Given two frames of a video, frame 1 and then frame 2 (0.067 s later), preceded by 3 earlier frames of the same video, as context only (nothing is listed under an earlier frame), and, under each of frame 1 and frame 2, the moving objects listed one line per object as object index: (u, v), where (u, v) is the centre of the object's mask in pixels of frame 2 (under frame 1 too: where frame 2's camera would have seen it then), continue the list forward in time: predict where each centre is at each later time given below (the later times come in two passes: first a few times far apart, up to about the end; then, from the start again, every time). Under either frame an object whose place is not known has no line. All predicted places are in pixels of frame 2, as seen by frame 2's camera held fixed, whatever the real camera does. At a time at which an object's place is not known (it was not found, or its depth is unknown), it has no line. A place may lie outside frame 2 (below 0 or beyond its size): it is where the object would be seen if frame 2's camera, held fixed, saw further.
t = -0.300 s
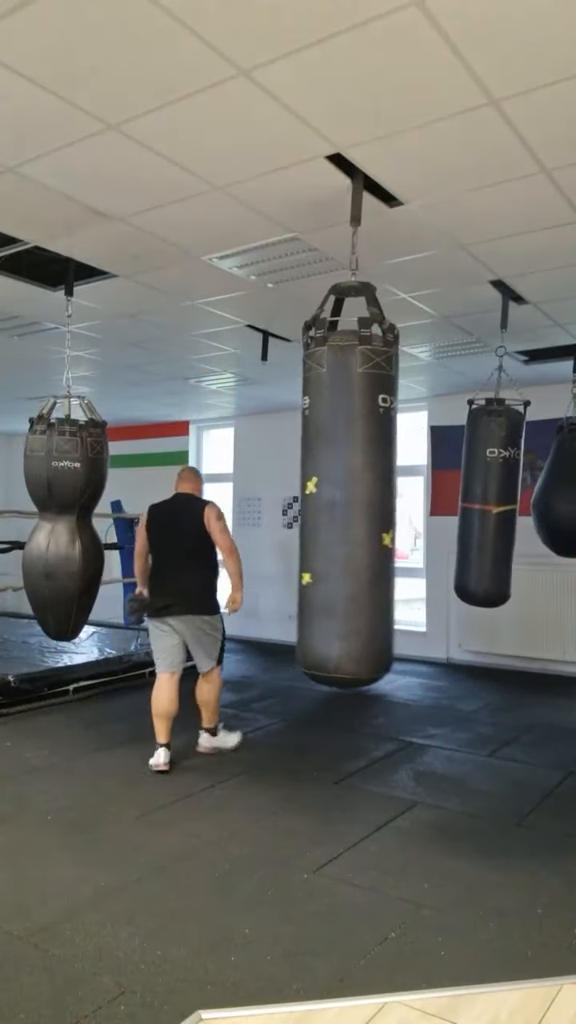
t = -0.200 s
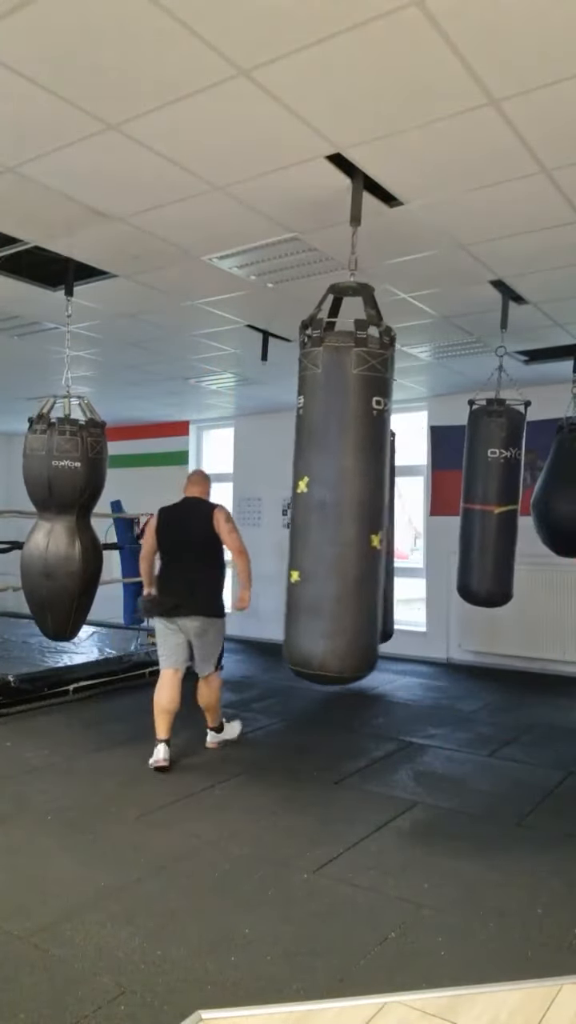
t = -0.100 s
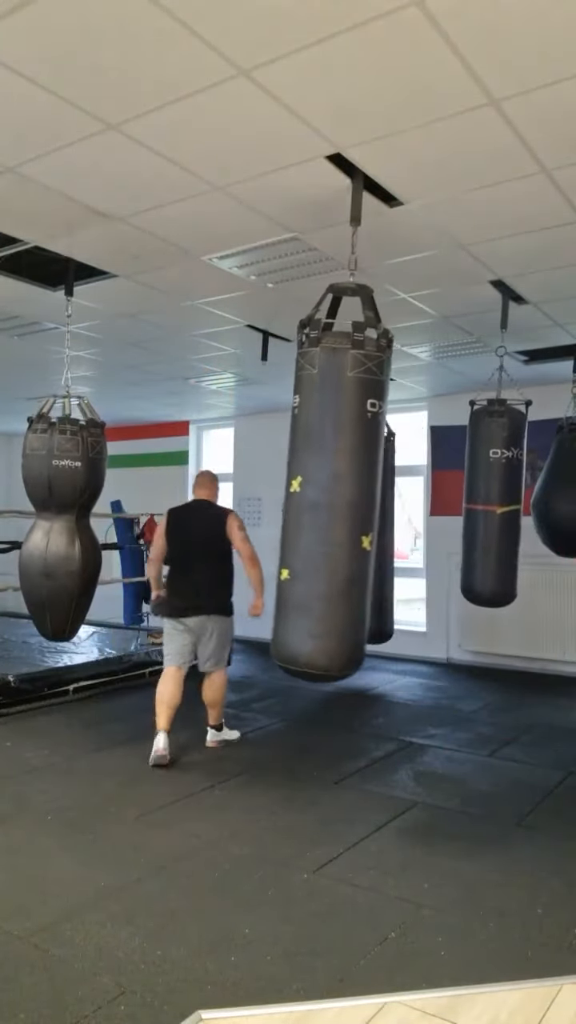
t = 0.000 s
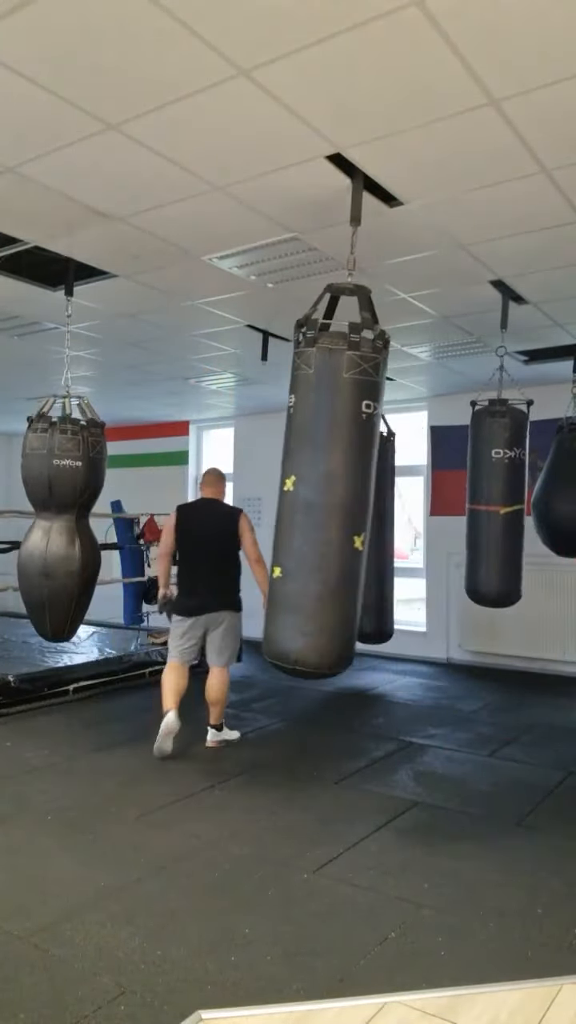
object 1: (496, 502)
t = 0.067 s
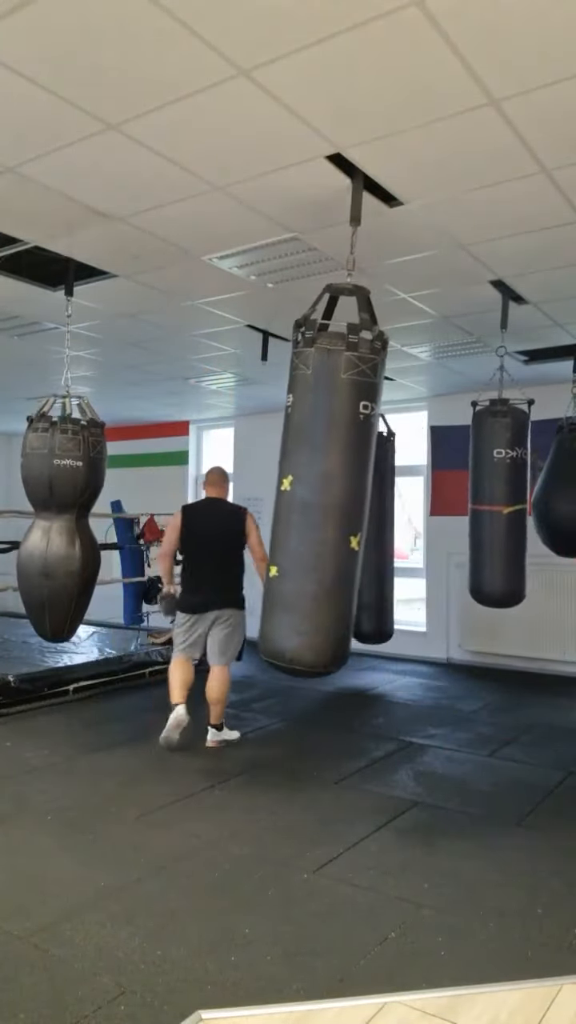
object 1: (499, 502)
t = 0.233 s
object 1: (505, 503)
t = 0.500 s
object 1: (513, 503)
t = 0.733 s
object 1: (515, 503)
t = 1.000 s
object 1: (510, 503)
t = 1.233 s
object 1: (501, 503)
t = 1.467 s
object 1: (493, 501)
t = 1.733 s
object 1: (489, 502)
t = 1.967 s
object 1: (491, 502)
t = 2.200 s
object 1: (498, 502)
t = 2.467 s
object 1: (507, 503)
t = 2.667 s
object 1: (512, 502)
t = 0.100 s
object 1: (500, 502)
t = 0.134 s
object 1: (501, 502)
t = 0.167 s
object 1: (502, 501)
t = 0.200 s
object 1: (503, 503)
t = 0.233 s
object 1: (505, 503)
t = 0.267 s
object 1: (506, 503)
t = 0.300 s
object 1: (507, 503)
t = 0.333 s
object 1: (508, 503)
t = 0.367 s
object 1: (509, 503)
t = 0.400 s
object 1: (510, 503)
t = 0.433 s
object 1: (511, 503)
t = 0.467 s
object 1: (512, 503)
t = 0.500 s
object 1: (513, 503)
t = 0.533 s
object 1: (513, 503)
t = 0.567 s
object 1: (514, 503)
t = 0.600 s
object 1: (514, 503)
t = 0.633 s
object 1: (514, 503)
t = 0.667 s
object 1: (515, 503)
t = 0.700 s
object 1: (515, 503)
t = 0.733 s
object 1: (515, 503)
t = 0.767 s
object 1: (514, 503)
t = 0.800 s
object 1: (514, 503)
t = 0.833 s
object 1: (513, 503)
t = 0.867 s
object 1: (513, 503)
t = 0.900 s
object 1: (512, 503)
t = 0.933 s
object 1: (511, 503)
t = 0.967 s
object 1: (511, 503)
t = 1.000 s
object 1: (510, 503)
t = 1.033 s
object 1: (508, 503)
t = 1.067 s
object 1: (507, 503)
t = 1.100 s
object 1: (506, 503)
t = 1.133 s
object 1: (505, 503)
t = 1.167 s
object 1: (504, 503)
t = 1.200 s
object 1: (502, 503)
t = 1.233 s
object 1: (501, 503)
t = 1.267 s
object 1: (500, 502)
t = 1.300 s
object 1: (499, 502)
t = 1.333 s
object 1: (497, 502)
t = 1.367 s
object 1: (496, 502)
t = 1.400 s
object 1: (495, 502)
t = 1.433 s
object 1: (494, 502)
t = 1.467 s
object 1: (493, 501)
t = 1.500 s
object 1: (492, 502)
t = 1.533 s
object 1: (492, 502)
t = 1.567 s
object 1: (491, 502)
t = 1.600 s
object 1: (490, 502)
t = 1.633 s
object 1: (490, 502)
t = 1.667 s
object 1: (490, 501)
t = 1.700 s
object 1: (489, 501)
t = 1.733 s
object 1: (489, 502)
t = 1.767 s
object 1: (489, 502)
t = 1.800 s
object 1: (489, 502)
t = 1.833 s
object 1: (489, 501)
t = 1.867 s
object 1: (489, 502)
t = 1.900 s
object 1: (490, 502)
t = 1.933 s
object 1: (490, 502)
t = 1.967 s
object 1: (491, 502)
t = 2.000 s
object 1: (492, 501)
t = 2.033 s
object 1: (493, 502)
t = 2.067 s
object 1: (493, 501)
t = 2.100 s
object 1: (494, 502)
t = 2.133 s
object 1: (495, 502)
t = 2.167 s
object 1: (496, 502)
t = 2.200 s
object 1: (498, 502)
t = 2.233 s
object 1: (499, 501)
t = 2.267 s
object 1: (500, 502)
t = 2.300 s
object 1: (501, 501)
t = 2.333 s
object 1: (502, 502)
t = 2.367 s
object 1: (503, 502)
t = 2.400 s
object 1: (505, 503)
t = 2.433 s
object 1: (506, 503)
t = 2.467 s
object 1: (507, 503)
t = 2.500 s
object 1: (508, 503)
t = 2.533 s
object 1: (509, 502)
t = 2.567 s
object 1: (510, 502)
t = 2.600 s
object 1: (511, 502)
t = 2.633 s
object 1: (512, 502)
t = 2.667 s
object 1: (512, 502)
